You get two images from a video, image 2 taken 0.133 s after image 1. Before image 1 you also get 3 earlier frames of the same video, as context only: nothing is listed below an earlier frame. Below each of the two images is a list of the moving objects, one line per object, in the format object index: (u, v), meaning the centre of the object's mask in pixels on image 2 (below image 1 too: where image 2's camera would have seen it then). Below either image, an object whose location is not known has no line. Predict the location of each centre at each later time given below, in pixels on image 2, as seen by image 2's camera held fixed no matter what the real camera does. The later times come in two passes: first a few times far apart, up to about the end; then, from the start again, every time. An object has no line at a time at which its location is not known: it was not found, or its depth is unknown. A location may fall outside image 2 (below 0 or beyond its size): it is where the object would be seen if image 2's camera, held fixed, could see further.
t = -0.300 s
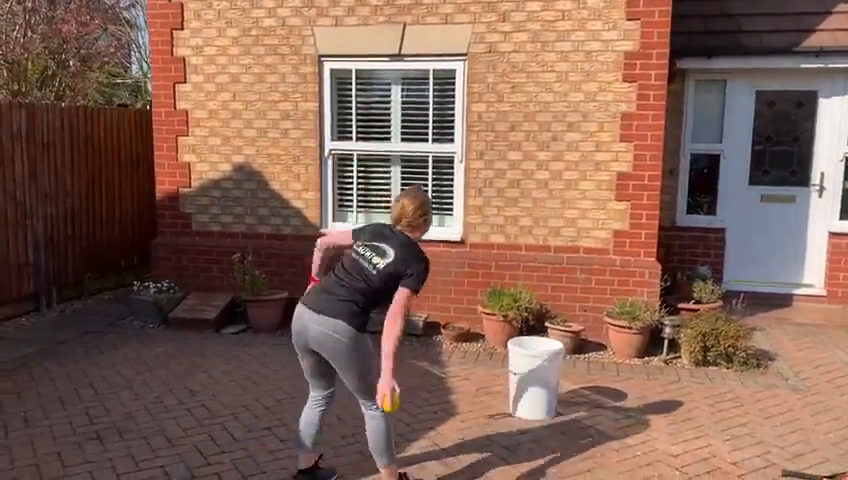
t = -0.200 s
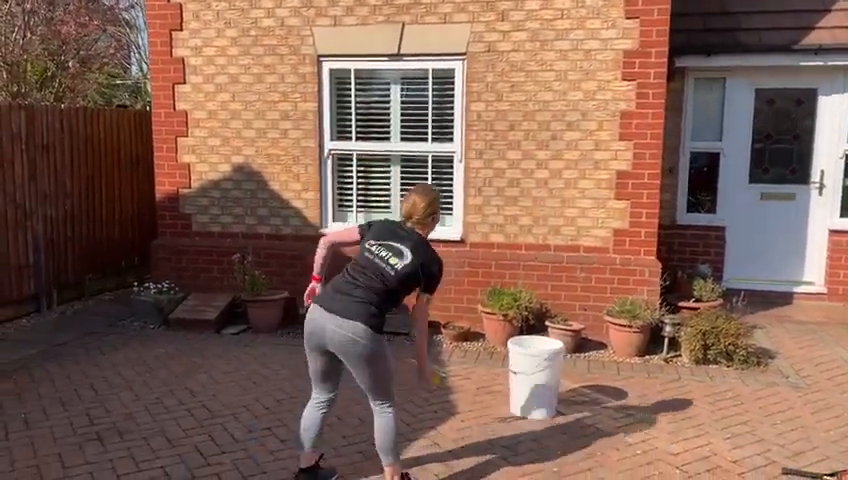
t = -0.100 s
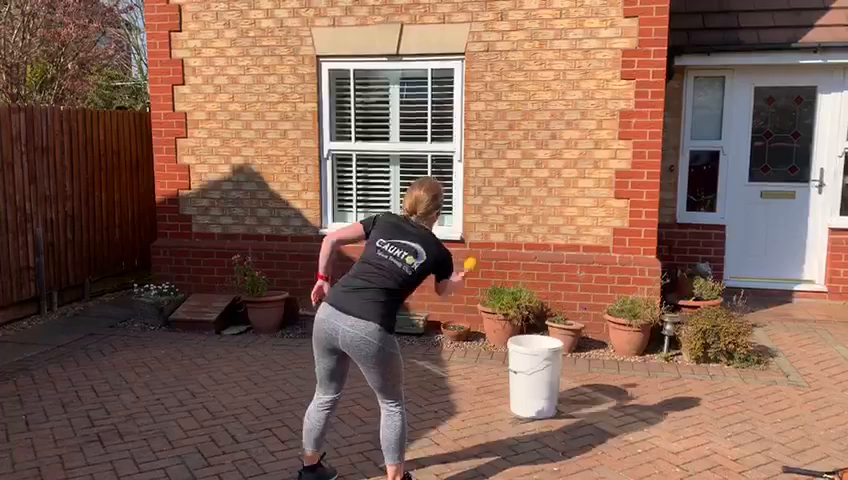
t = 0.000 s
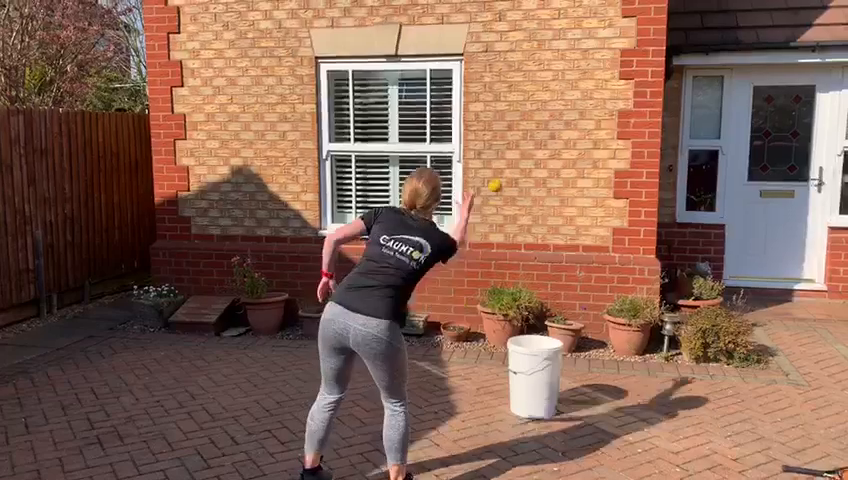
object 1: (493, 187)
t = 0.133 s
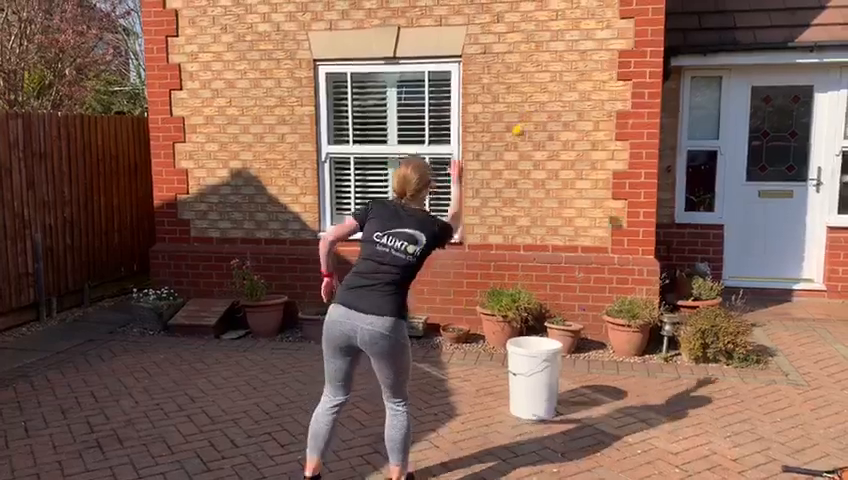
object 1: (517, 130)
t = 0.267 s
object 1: (535, 114)
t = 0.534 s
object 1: (532, 126)
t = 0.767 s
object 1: (522, 238)
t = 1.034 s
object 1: (506, 420)
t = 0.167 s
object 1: (522, 124)
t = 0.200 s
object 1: (526, 117)
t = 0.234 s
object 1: (531, 115)
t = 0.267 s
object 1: (535, 114)
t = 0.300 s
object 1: (535, 110)
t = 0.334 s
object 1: (535, 108)
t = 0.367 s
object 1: (535, 107)
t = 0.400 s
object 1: (535, 108)
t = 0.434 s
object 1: (534, 109)
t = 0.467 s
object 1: (534, 113)
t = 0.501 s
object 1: (533, 119)
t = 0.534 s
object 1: (532, 126)
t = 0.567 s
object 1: (531, 136)
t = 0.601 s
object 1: (530, 147)
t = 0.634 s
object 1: (529, 160)
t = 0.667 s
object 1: (526, 177)
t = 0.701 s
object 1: (525, 194)
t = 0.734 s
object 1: (523, 215)
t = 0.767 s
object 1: (522, 238)
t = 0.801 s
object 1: (518, 265)
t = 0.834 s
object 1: (515, 294)
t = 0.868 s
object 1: (513, 327)
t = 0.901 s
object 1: (510, 364)
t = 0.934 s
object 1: (508, 404)
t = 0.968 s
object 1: (506, 447)
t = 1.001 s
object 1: (505, 441)
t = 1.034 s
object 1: (506, 420)
